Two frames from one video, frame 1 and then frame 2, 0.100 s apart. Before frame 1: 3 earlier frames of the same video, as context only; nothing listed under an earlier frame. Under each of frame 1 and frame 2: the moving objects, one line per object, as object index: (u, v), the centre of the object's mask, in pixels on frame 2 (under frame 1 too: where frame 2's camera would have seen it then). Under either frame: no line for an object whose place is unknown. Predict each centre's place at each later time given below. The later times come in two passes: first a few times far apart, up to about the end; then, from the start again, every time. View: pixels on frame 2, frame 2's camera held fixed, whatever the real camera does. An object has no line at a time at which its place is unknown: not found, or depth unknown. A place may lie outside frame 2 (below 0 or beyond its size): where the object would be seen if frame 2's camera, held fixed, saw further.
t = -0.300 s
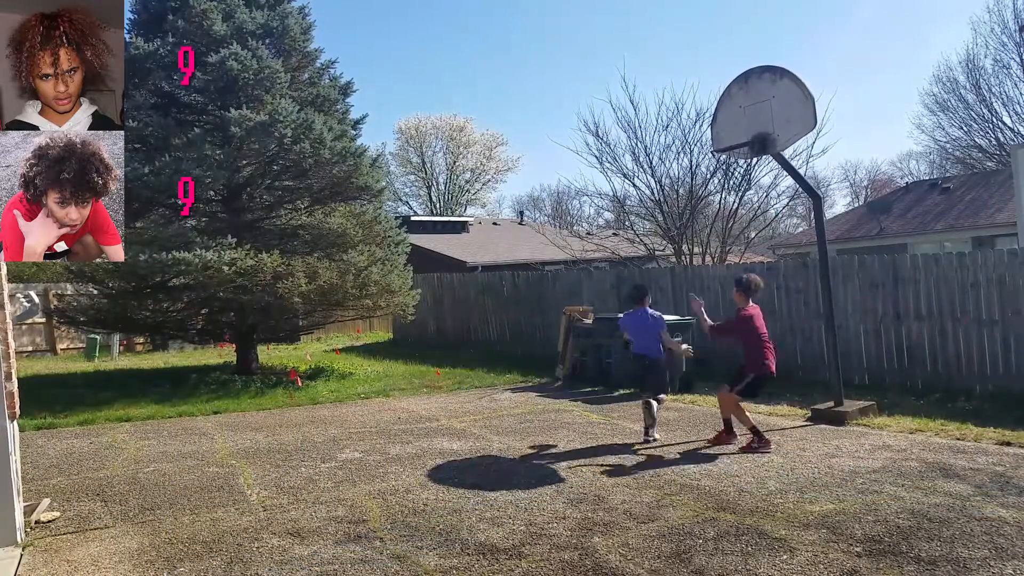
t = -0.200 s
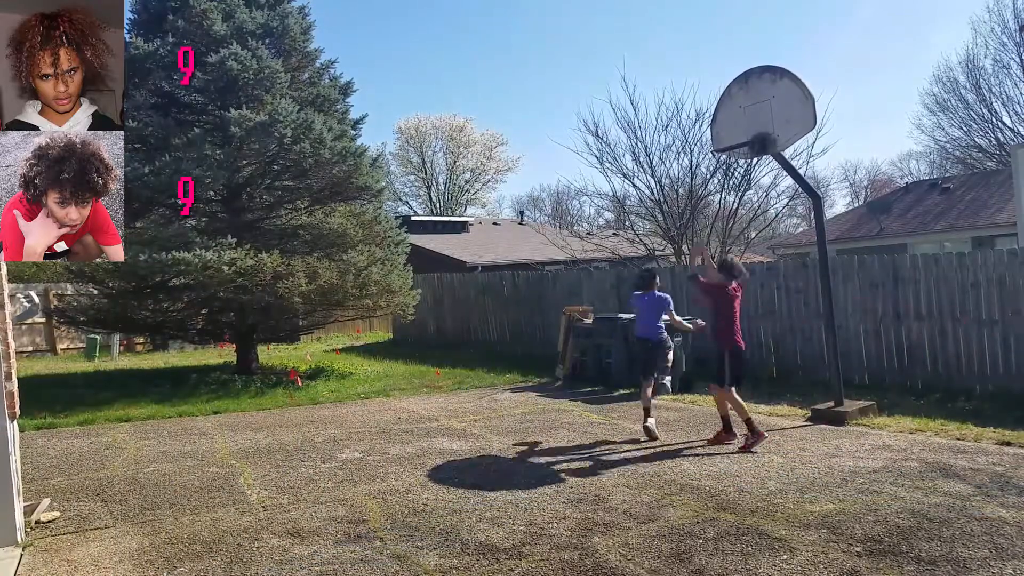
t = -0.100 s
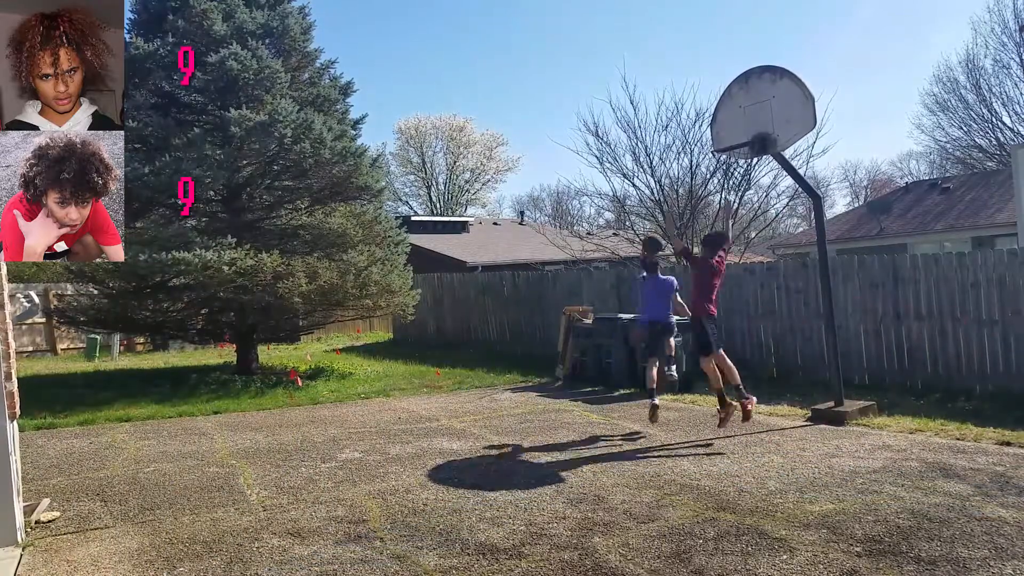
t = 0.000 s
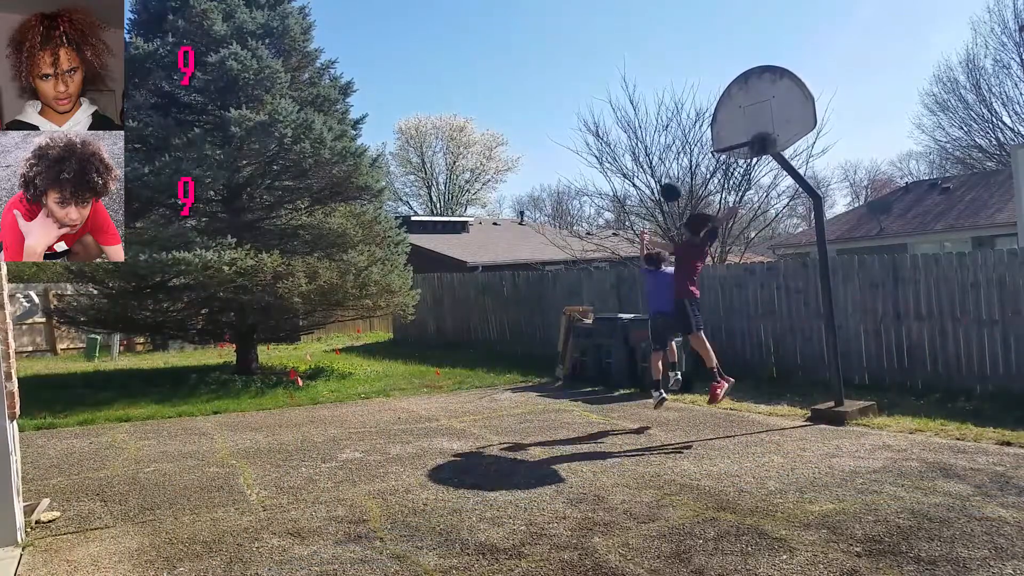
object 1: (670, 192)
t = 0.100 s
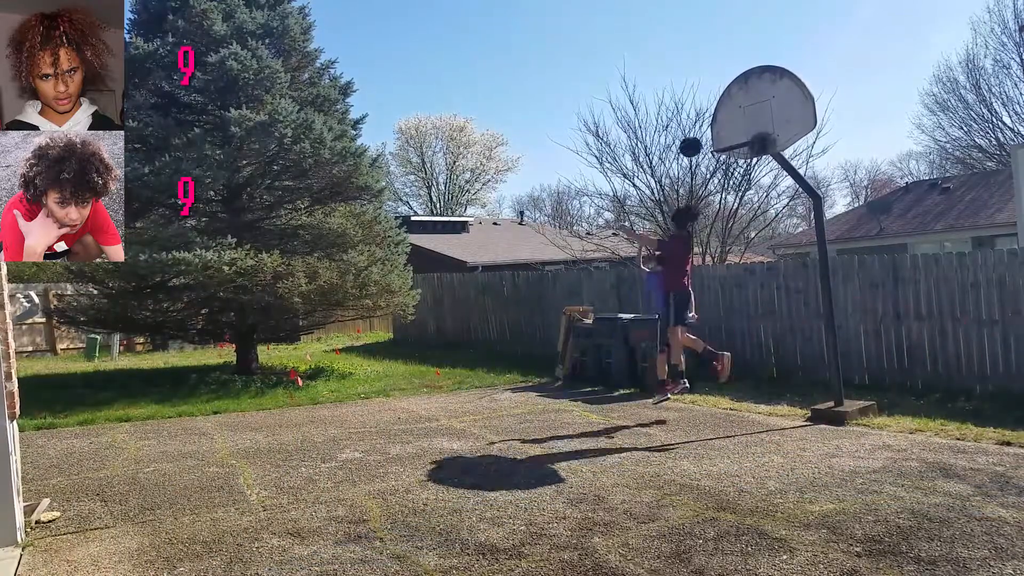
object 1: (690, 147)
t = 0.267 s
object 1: (708, 97)
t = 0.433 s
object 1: (706, 77)
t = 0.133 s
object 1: (697, 134)
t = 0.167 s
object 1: (704, 121)
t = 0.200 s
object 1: (710, 111)
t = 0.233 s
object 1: (710, 103)
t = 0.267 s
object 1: (708, 97)
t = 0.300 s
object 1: (708, 91)
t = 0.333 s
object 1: (707, 86)
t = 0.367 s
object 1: (707, 82)
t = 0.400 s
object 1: (707, 80)
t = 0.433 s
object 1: (706, 77)
